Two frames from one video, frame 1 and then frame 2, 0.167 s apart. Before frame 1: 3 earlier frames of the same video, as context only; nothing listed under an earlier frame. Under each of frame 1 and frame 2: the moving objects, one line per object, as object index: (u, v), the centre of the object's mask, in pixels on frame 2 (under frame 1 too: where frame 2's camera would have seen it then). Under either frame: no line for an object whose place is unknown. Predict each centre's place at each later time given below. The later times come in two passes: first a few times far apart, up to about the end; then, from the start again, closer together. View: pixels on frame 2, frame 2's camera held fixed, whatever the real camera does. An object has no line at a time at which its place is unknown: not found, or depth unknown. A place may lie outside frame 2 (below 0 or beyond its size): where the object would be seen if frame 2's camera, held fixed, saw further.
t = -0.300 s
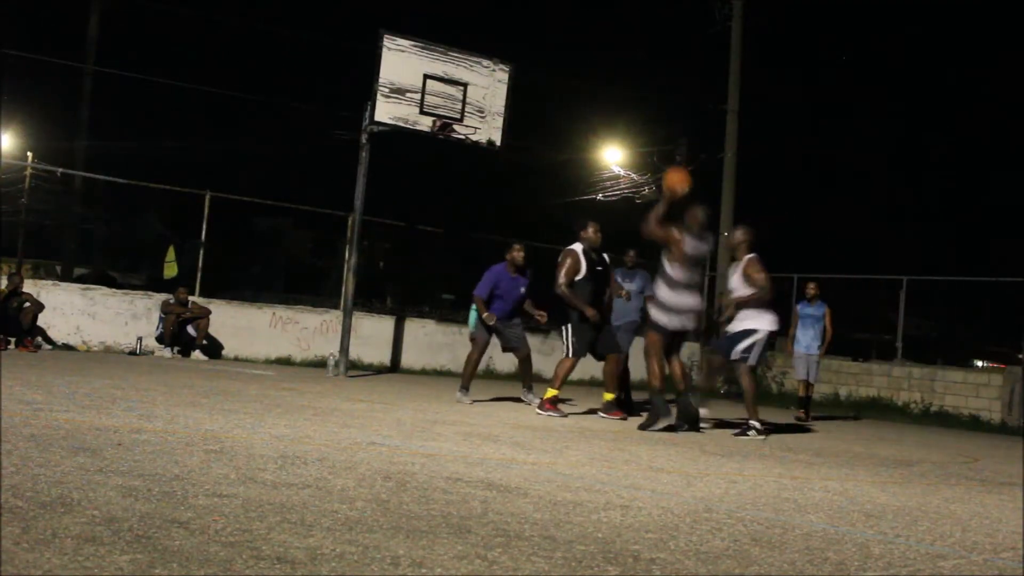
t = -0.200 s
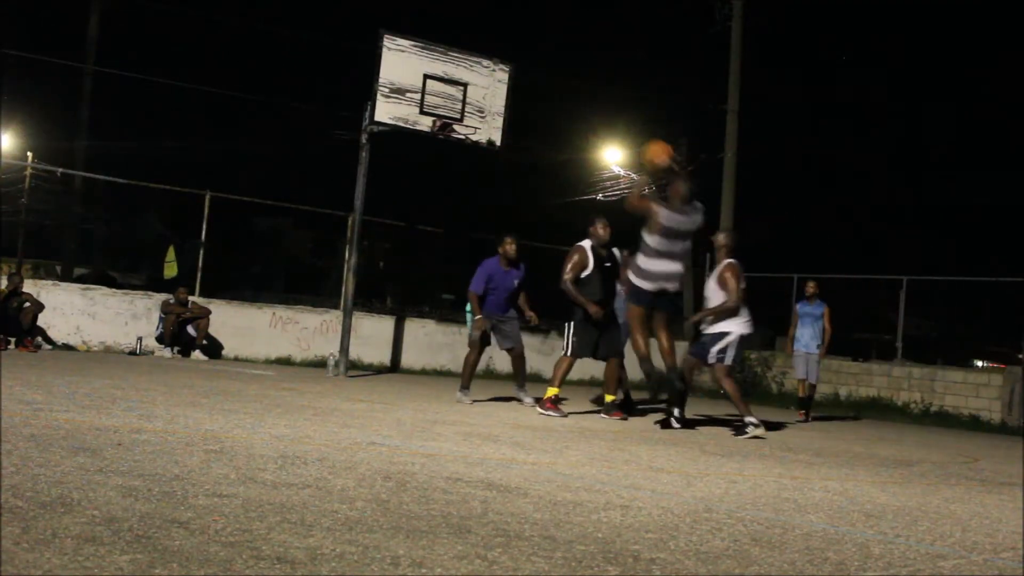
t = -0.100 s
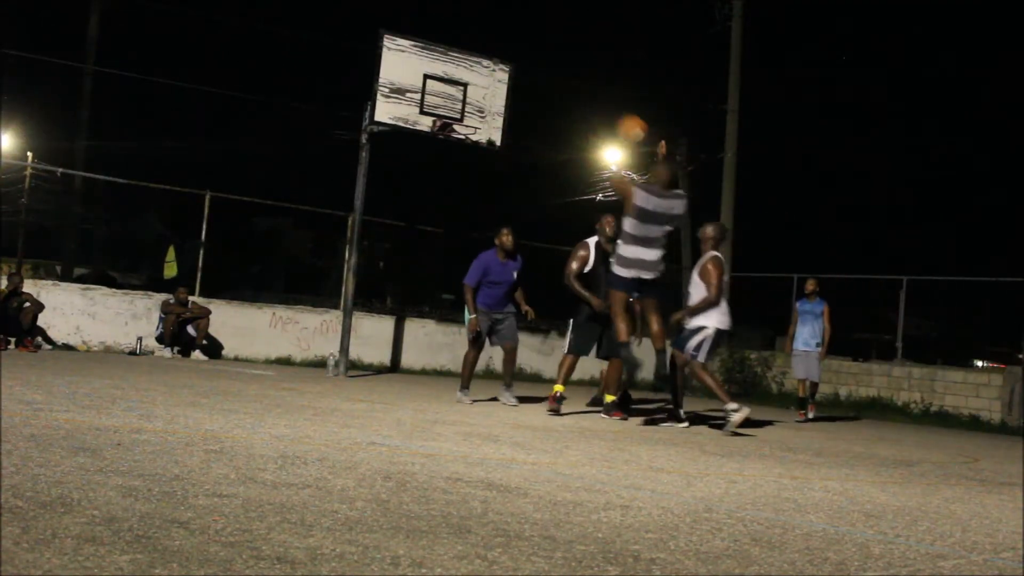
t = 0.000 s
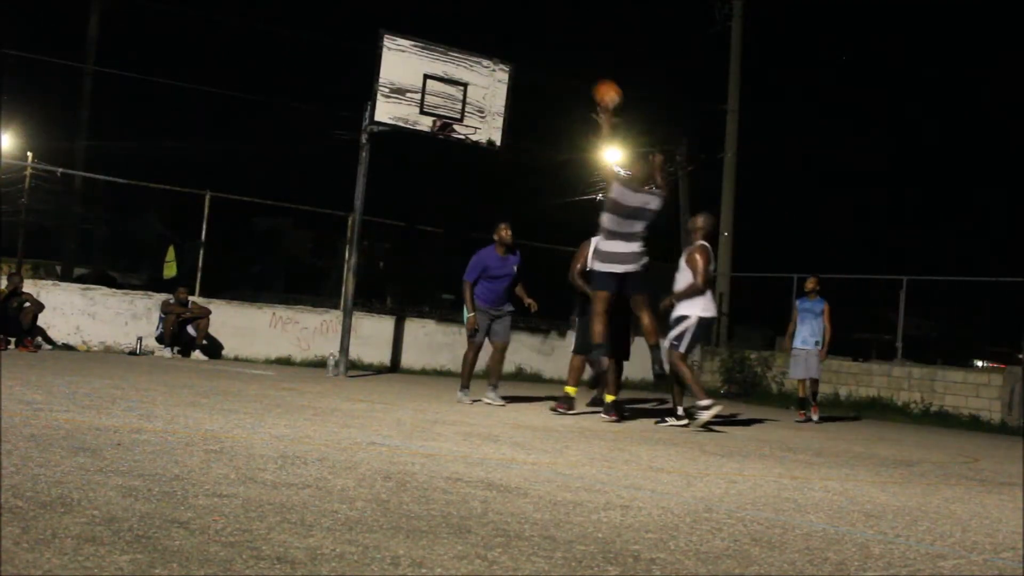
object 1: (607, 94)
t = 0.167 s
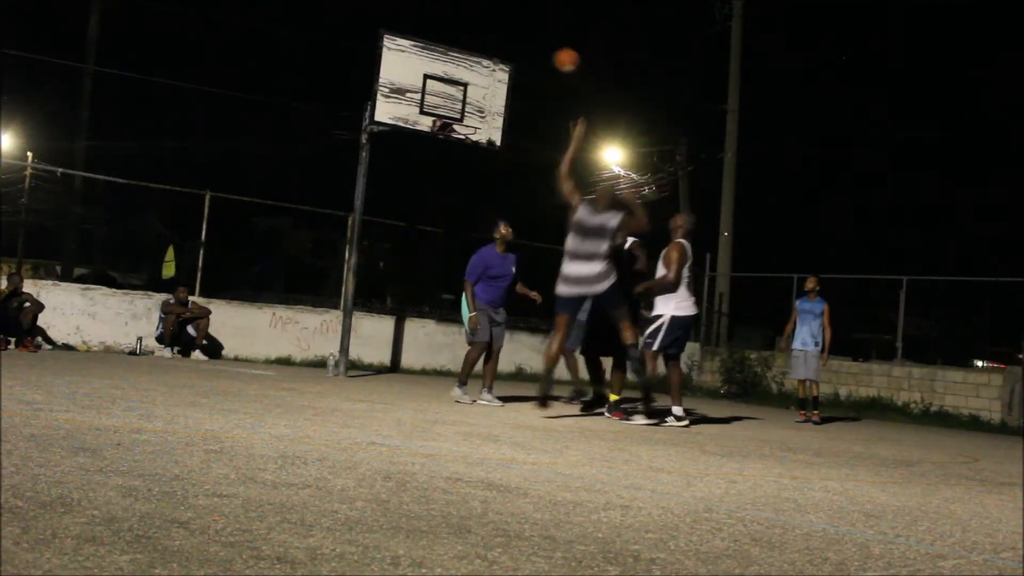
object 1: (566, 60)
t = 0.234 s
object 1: (550, 56)
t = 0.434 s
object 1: (506, 67)
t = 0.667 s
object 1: (458, 123)
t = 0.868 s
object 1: (446, 185)
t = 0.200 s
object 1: (558, 57)
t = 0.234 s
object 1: (550, 56)
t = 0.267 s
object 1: (542, 55)
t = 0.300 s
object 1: (535, 56)
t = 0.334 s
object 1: (528, 57)
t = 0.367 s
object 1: (520, 60)
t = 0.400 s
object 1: (514, 63)
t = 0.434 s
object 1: (506, 67)
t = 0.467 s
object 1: (499, 74)
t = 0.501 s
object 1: (492, 80)
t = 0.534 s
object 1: (485, 88)
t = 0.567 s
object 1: (478, 96)
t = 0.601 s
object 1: (472, 106)
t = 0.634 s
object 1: (464, 114)
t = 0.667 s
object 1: (458, 123)
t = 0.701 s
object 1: (455, 131)
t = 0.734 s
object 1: (453, 140)
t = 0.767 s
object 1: (452, 148)
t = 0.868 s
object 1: (446, 185)
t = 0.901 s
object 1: (444, 201)
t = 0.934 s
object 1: (442, 216)
